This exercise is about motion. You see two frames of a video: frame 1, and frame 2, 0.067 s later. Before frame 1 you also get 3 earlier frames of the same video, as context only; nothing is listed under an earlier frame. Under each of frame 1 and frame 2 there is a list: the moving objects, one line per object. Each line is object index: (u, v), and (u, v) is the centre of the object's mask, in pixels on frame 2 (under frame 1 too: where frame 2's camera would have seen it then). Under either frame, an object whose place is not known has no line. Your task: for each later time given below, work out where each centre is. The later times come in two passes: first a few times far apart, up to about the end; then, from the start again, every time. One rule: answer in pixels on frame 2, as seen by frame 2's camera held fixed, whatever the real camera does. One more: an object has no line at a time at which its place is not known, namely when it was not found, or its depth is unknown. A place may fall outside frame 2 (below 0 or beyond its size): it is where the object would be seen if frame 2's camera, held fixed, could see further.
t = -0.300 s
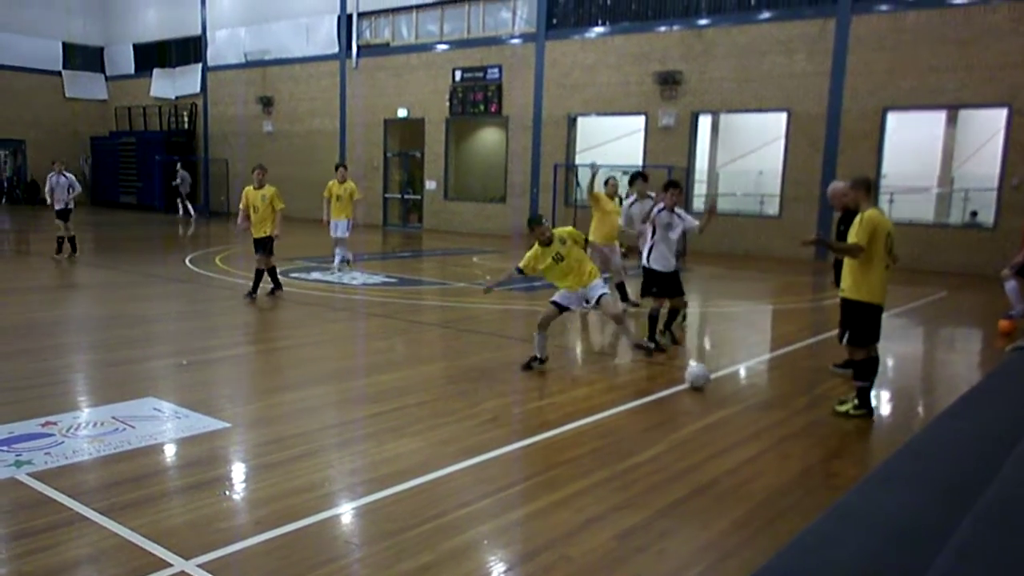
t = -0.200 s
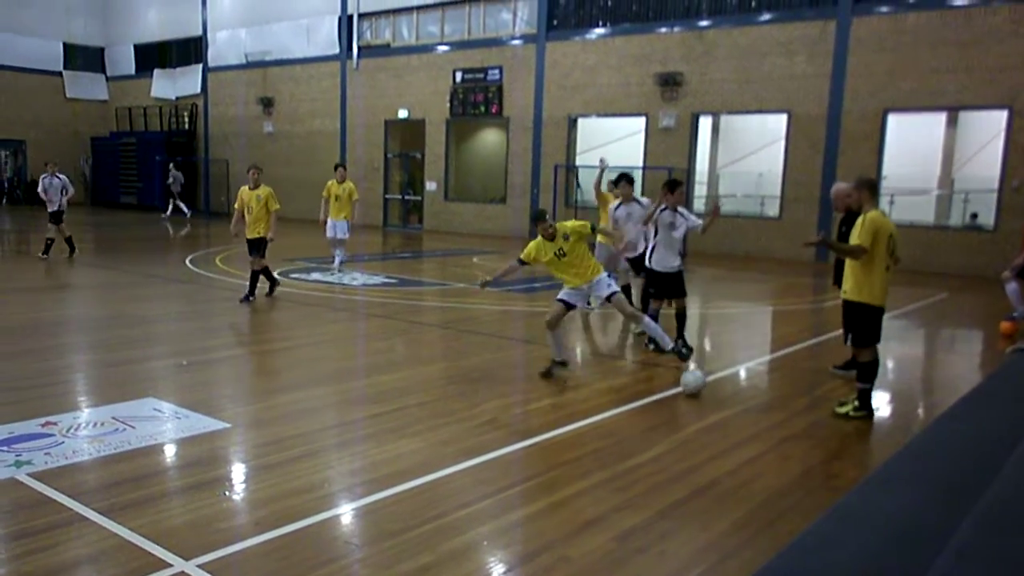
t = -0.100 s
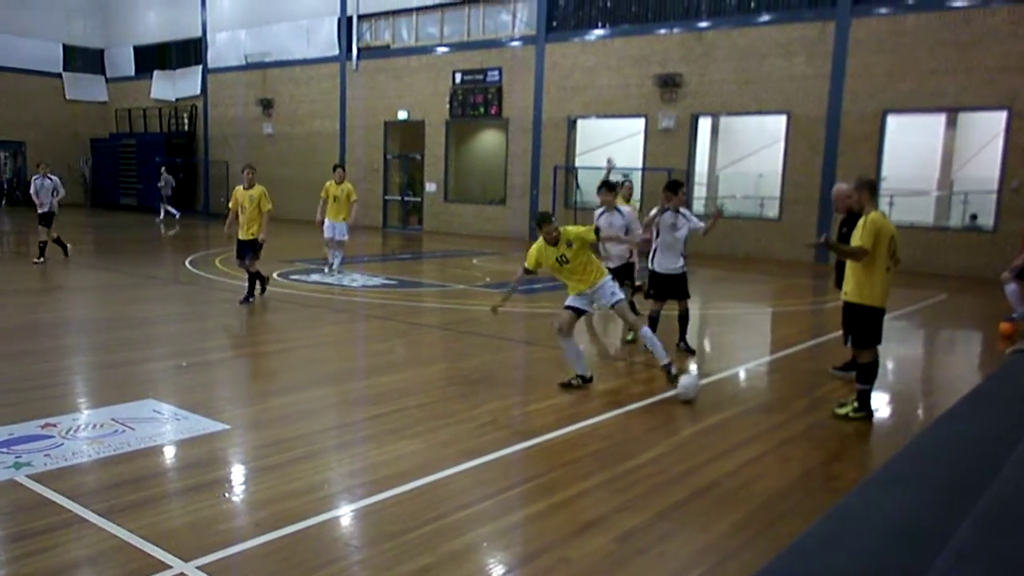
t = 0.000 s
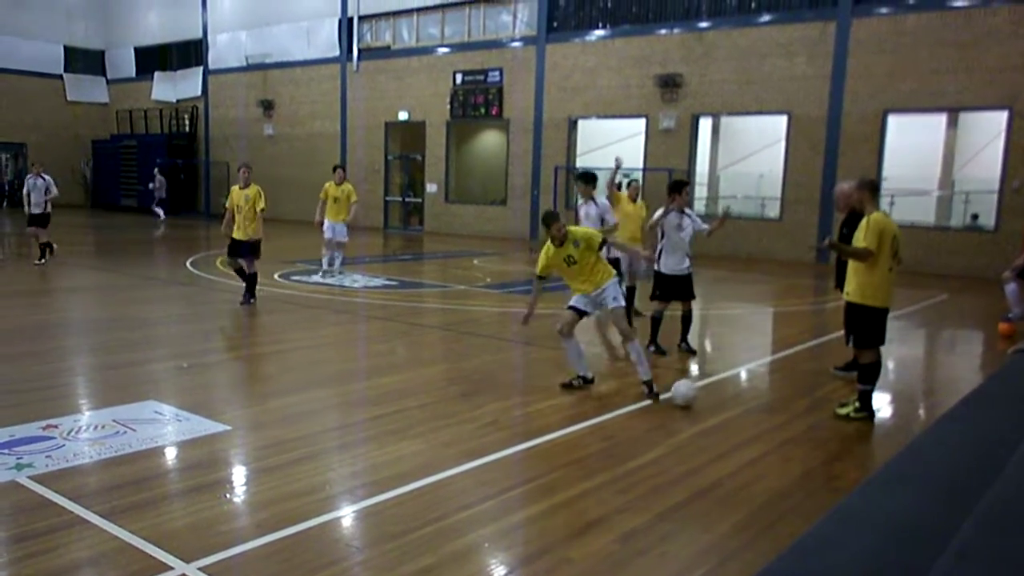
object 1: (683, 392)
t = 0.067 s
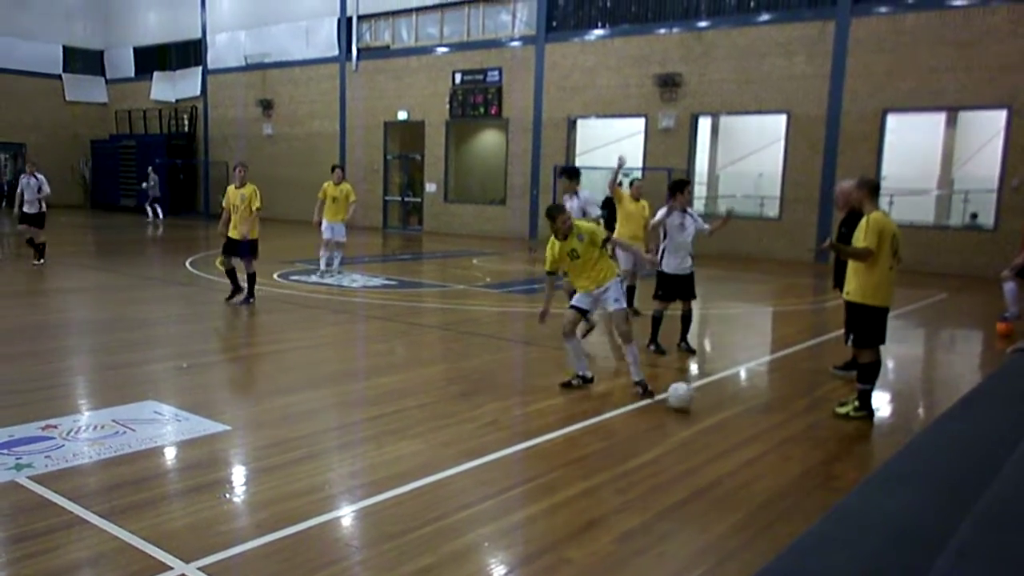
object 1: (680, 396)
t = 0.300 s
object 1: (667, 410)
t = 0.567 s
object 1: (649, 426)
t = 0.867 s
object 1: (627, 447)
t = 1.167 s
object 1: (603, 474)
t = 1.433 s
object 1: (578, 502)
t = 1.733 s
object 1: (544, 539)
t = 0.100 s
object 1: (678, 398)
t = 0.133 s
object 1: (676, 400)
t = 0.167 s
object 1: (674, 401)
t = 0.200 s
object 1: (673, 404)
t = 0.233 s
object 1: (671, 405)
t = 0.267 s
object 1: (669, 408)
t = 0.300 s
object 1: (667, 410)
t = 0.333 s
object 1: (664, 411)
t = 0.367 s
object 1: (662, 414)
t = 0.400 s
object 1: (659, 415)
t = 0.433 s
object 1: (658, 417)
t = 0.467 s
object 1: (655, 420)
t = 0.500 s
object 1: (653, 421)
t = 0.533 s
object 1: (652, 424)
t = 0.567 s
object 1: (649, 426)
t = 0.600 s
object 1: (646, 428)
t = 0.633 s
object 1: (643, 430)
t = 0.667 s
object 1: (642, 432)
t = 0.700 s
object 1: (640, 435)
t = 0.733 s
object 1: (637, 438)
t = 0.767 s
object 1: (635, 441)
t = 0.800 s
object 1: (632, 443)
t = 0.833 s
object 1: (630, 445)
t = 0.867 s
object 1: (627, 447)
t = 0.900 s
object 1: (625, 450)
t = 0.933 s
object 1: (622, 453)
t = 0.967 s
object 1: (620, 456)
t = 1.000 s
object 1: (616, 459)
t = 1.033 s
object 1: (613, 461)
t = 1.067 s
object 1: (611, 464)
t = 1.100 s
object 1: (607, 467)
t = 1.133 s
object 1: (605, 470)
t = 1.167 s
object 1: (603, 474)
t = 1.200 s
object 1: (600, 477)
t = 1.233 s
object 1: (596, 480)
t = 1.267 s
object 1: (593, 484)
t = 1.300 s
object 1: (589, 487)
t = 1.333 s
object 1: (587, 490)
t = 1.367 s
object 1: (583, 494)
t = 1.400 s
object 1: (580, 497)
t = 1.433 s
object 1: (578, 502)
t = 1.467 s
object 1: (573, 506)
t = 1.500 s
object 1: (569, 509)
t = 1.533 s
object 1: (567, 514)
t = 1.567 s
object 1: (563, 518)
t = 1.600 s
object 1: (560, 521)
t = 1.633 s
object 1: (555, 525)
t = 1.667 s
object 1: (552, 529)
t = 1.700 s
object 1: (549, 535)
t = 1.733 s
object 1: (544, 539)
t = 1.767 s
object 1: (541, 544)
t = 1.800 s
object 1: (535, 549)
